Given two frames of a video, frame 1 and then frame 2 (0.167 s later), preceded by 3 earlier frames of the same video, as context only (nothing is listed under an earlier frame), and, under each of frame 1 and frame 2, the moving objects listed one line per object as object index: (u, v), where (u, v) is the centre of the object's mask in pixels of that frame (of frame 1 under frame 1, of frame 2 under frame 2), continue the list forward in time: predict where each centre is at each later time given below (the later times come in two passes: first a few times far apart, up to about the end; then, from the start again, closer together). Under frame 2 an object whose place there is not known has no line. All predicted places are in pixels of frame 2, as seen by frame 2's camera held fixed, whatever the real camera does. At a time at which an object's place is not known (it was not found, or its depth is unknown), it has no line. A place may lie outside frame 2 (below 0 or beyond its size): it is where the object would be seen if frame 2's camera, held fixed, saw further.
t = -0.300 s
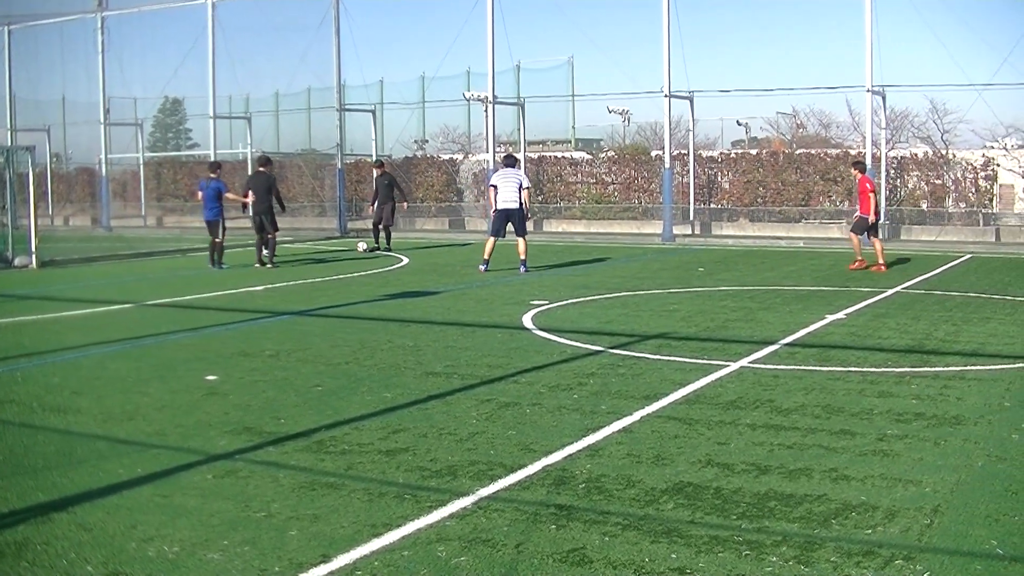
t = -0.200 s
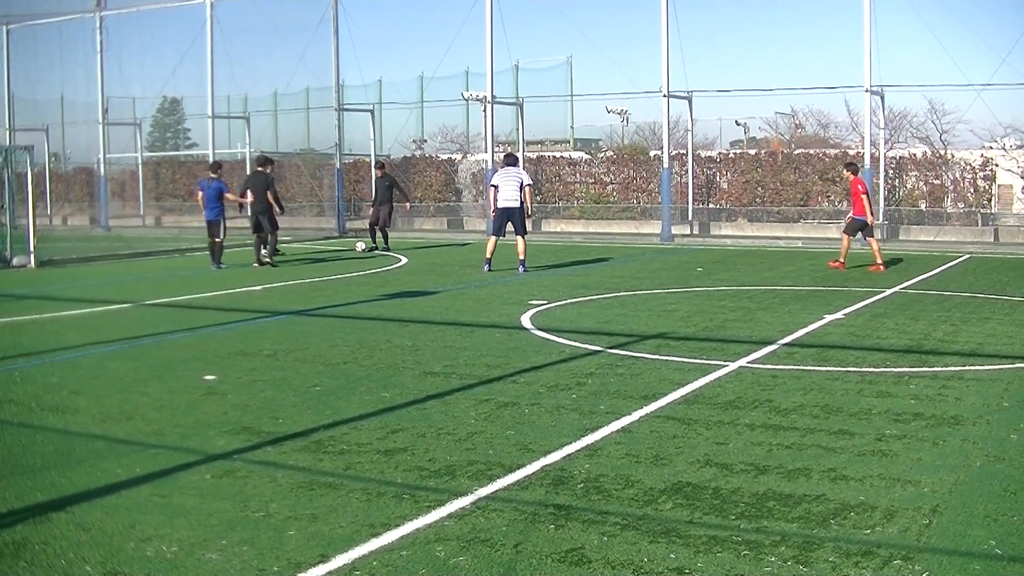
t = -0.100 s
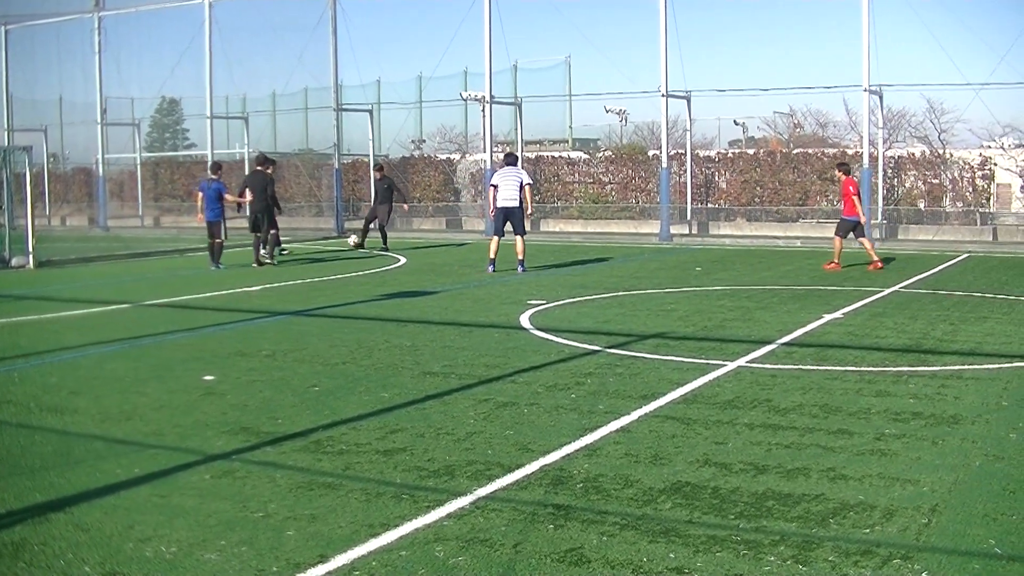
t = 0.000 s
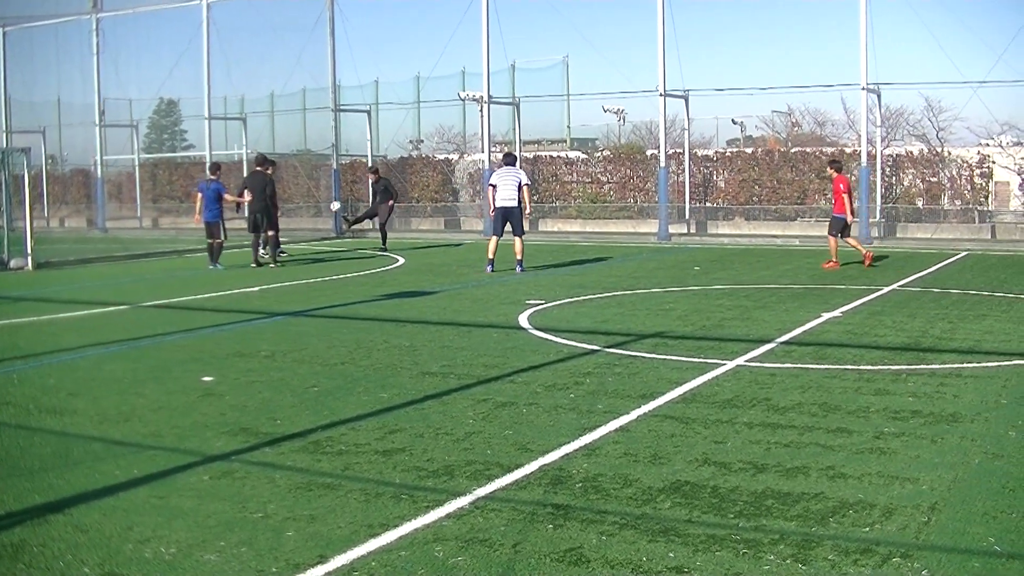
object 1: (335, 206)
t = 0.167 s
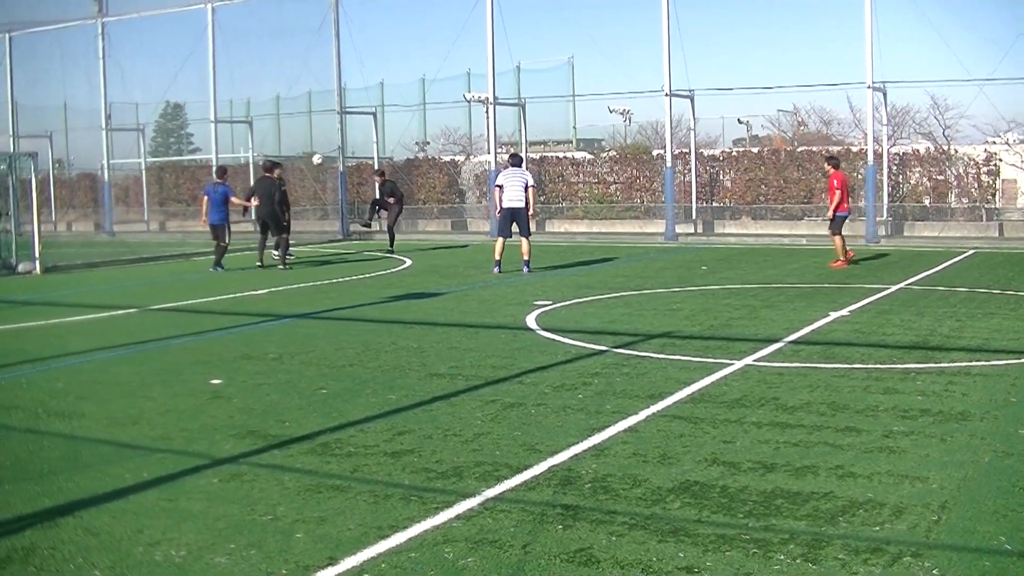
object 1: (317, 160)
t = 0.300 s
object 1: (298, 130)
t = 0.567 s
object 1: (259, 99)
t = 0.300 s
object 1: (298, 130)
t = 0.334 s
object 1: (293, 124)
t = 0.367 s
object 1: (288, 118)
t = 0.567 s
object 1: (259, 99)
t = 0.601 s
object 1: (253, 97)
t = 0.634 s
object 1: (248, 97)
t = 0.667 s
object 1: (244, 97)
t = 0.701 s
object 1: (238, 98)
